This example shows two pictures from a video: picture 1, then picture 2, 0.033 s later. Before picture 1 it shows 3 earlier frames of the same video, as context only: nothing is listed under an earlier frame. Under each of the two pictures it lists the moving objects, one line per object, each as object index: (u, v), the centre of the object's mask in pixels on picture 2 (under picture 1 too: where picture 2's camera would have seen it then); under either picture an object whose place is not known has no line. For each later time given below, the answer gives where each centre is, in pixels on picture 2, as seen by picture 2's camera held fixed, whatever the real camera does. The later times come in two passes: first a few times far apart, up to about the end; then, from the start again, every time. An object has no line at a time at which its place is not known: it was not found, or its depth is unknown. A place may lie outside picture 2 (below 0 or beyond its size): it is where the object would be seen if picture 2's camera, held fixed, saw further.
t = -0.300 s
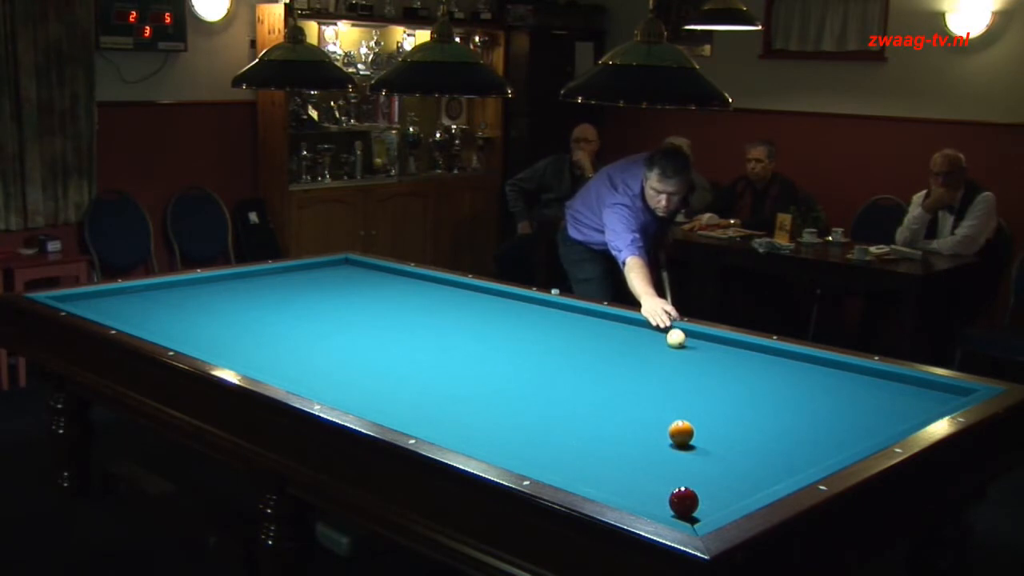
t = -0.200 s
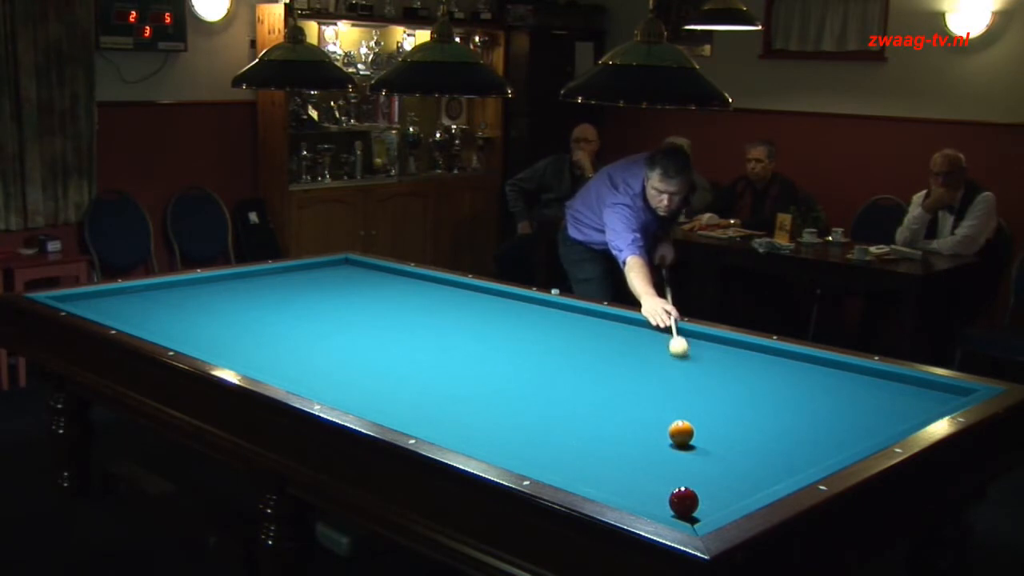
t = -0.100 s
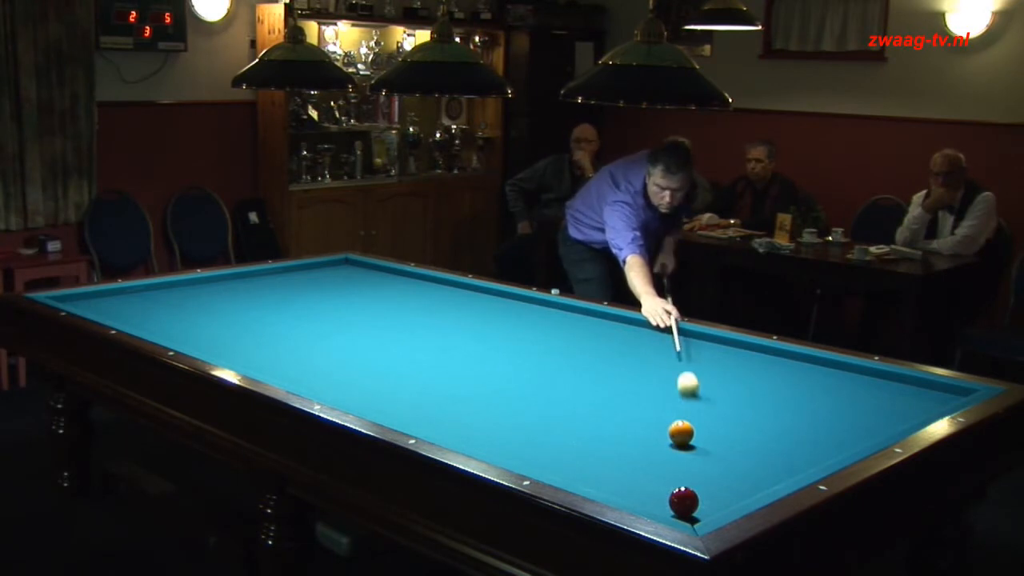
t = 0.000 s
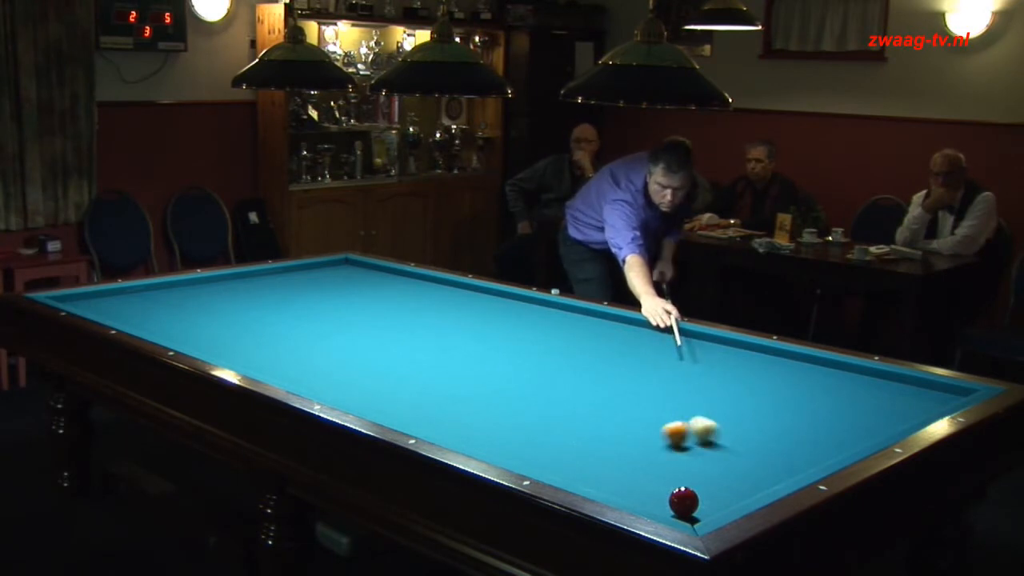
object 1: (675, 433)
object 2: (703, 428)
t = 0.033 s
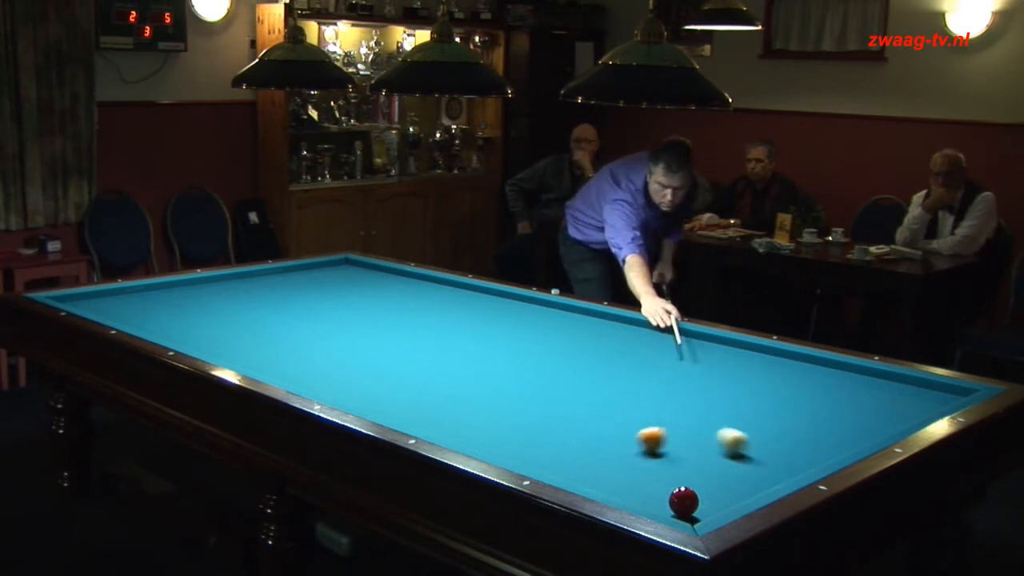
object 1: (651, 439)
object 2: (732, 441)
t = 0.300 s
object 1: (579, 448)
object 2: (602, 435)
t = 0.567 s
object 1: (658, 415)
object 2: (384, 405)
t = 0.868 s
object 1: (724, 386)
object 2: (317, 365)
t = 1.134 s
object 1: (774, 366)
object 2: (285, 335)
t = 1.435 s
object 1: (775, 362)
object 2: (256, 308)
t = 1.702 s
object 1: (741, 372)
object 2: (235, 288)
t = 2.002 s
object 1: (701, 383)
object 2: (253, 277)
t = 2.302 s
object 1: (658, 395)
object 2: (331, 279)
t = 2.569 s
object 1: (618, 407)
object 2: (397, 281)
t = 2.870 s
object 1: (570, 420)
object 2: (456, 285)
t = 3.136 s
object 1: (525, 433)
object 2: (468, 296)
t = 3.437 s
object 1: (476, 442)
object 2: (483, 308)
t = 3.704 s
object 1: (501, 438)
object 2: (498, 320)
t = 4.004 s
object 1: (527, 429)
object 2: (517, 335)
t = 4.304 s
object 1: (551, 421)
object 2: (536, 351)
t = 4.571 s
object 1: (570, 414)
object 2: (555, 366)
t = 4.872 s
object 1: (590, 407)
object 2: (579, 386)
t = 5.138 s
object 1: (618, 409)
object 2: (591, 396)
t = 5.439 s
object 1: (661, 422)
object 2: (592, 398)
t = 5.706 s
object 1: (699, 432)
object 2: (593, 398)
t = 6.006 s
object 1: (743, 444)
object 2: (594, 399)
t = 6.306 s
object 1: (788, 457)
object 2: (594, 399)
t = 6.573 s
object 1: (802, 460)
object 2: (594, 399)
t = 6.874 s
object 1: (777, 453)
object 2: (594, 399)
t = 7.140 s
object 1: (756, 447)
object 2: (594, 399)
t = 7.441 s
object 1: (735, 441)
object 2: (594, 399)
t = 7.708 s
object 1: (717, 436)
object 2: (594, 399)
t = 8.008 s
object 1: (699, 430)
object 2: (594, 399)
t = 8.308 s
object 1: (683, 425)
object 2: (594, 399)
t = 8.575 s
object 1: (670, 422)
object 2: (594, 399)
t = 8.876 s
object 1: (657, 418)
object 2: (594, 399)
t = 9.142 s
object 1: (646, 415)
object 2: (594, 399)
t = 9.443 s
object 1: (635, 412)
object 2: (594, 399)
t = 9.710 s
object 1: (627, 410)
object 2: (594, 399)
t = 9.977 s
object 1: (619, 407)
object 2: (594, 399)
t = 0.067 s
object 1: (626, 445)
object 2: (763, 454)
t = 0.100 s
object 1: (601, 451)
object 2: (792, 464)
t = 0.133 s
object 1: (575, 458)
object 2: (770, 463)
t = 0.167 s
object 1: (550, 462)
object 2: (734, 457)
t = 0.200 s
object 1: (538, 462)
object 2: (699, 452)
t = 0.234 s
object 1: (552, 459)
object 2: (665, 445)
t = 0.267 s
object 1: (567, 453)
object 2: (632, 439)
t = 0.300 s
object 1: (579, 448)
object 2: (602, 435)
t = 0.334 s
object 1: (592, 443)
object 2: (571, 429)
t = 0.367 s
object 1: (603, 438)
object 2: (542, 426)
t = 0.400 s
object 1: (614, 434)
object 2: (514, 421)
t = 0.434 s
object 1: (623, 430)
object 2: (487, 418)
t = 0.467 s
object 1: (632, 425)
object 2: (460, 414)
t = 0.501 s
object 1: (641, 422)
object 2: (434, 411)
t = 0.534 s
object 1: (649, 418)
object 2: (408, 409)
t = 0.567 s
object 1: (658, 415)
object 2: (384, 405)
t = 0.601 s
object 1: (666, 411)
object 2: (361, 401)
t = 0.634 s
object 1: (674, 408)
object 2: (345, 397)
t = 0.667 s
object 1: (681, 405)
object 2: (342, 393)
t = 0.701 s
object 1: (689, 401)
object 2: (339, 389)
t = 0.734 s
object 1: (696, 398)
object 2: (335, 384)
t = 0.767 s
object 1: (704, 395)
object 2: (331, 379)
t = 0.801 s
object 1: (711, 392)
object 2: (326, 374)
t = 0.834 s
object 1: (717, 389)
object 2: (322, 370)
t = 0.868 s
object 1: (724, 386)
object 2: (317, 365)
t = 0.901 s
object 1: (731, 384)
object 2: (313, 361)
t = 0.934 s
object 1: (738, 381)
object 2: (308, 357)
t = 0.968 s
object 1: (744, 378)
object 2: (304, 353)
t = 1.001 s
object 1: (750, 376)
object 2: (300, 350)
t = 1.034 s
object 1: (756, 373)
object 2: (296, 346)
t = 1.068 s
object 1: (762, 370)
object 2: (292, 343)
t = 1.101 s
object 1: (768, 368)
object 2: (288, 339)
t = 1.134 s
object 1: (774, 366)
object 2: (285, 335)
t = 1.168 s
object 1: (779, 363)
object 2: (281, 332)
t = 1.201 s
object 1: (785, 361)
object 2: (278, 329)
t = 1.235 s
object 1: (790, 358)
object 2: (275, 326)
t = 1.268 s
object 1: (796, 356)
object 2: (271, 323)
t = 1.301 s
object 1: (795, 356)
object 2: (268, 320)
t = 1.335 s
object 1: (789, 358)
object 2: (265, 317)
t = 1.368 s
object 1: (784, 359)
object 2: (262, 314)
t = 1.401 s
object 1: (779, 361)
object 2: (259, 311)
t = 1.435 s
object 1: (775, 362)
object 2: (256, 308)
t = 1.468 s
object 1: (770, 363)
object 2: (253, 305)
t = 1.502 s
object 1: (766, 365)
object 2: (251, 303)
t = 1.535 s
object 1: (762, 366)
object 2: (248, 300)
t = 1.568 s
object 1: (758, 367)
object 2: (245, 298)
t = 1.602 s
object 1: (754, 368)
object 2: (243, 295)
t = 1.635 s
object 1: (750, 369)
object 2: (240, 293)
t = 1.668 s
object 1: (745, 370)
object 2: (238, 291)
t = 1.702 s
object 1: (741, 372)
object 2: (235, 288)
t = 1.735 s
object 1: (736, 373)
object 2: (233, 286)
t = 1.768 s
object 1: (732, 374)
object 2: (230, 284)
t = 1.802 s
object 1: (728, 375)
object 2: (228, 282)
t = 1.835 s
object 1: (723, 377)
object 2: (225, 279)
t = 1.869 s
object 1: (719, 378)
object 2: (224, 277)
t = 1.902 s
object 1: (715, 379)
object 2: (224, 276)
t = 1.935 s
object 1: (710, 381)
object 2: (233, 276)
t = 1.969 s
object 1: (705, 382)
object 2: (244, 277)
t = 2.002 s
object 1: (701, 383)
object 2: (253, 277)
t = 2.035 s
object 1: (696, 385)
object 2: (263, 278)
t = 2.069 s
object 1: (692, 386)
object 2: (272, 278)
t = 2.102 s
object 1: (687, 387)
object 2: (281, 278)
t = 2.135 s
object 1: (682, 388)
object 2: (289, 279)
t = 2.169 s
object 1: (677, 390)
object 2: (297, 279)
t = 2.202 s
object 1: (673, 391)
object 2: (306, 279)
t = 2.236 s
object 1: (668, 392)
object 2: (314, 279)
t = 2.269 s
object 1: (663, 394)
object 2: (323, 279)
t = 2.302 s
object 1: (658, 395)
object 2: (331, 279)
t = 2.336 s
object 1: (653, 397)
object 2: (339, 280)
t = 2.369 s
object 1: (649, 398)
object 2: (347, 280)
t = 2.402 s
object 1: (644, 399)
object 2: (356, 280)
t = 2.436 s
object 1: (639, 401)
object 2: (364, 280)
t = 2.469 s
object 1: (634, 402)
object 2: (373, 280)
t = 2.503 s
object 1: (628, 404)
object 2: (381, 281)
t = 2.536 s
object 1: (624, 405)
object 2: (389, 281)
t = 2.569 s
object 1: (618, 407)
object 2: (397, 281)
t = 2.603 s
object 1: (613, 408)
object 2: (405, 281)
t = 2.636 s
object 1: (608, 410)
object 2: (414, 281)
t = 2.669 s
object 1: (603, 411)
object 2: (422, 282)
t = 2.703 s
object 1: (597, 413)
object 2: (430, 282)
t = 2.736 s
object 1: (592, 414)
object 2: (438, 282)
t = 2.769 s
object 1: (587, 416)
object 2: (447, 282)
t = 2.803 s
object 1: (581, 417)
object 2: (454, 283)
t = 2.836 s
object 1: (576, 419)
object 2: (455, 284)
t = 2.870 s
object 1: (570, 420)
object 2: (456, 285)
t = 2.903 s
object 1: (565, 422)
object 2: (457, 286)
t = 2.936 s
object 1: (559, 423)
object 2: (459, 288)
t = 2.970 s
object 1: (554, 425)
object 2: (460, 289)
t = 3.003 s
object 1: (548, 426)
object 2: (462, 290)
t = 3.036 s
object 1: (542, 427)
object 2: (464, 292)
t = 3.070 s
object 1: (537, 429)
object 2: (465, 293)
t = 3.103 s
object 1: (531, 431)
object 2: (466, 294)
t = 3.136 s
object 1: (525, 433)
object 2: (468, 296)
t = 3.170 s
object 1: (520, 434)
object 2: (470, 297)
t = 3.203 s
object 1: (514, 436)
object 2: (471, 298)
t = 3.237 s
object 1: (508, 438)
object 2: (473, 300)
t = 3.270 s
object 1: (502, 439)
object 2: (475, 301)
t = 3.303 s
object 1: (496, 440)
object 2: (476, 302)
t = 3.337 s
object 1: (490, 441)
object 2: (478, 304)
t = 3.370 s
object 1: (485, 442)
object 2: (480, 305)
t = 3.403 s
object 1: (479, 442)
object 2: (482, 307)
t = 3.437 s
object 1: (476, 442)
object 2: (483, 308)
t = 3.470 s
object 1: (479, 442)
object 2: (485, 309)
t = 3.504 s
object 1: (483, 442)
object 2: (487, 311)
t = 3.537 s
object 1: (486, 442)
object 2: (489, 312)
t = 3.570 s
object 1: (489, 441)
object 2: (491, 314)
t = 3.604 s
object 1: (492, 441)
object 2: (493, 315)
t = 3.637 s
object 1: (495, 440)
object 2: (495, 317)
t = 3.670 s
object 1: (498, 439)
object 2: (496, 318)
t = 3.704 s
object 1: (501, 438)
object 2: (498, 320)
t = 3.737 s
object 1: (504, 437)
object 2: (501, 322)
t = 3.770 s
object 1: (507, 436)
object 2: (502, 323)
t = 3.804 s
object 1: (510, 435)
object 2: (504, 325)
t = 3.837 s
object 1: (513, 434)
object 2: (506, 326)
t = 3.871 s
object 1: (516, 433)
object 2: (508, 328)
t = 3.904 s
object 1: (519, 432)
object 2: (510, 330)
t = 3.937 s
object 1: (522, 431)
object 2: (512, 331)
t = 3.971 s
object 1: (525, 430)
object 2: (514, 333)
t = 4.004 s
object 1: (527, 429)
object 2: (517, 335)
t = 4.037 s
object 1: (530, 428)
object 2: (518, 336)
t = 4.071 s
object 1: (533, 427)
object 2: (521, 338)
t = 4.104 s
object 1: (536, 426)
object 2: (523, 340)
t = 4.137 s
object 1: (538, 425)
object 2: (525, 342)
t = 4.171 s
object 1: (541, 424)
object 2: (527, 344)
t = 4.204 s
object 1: (544, 423)
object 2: (529, 345)
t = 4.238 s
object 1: (546, 422)
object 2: (531, 347)
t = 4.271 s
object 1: (549, 422)
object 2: (534, 349)
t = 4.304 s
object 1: (551, 421)
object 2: (536, 351)
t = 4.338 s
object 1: (554, 420)
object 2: (538, 353)
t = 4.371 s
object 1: (556, 419)
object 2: (541, 355)
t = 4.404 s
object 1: (559, 418)
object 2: (543, 357)
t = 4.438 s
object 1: (561, 417)
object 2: (546, 359)
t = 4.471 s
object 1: (564, 416)
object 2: (548, 361)
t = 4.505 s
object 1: (566, 415)
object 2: (550, 362)
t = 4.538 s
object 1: (568, 415)
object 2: (553, 364)
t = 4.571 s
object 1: (570, 414)
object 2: (555, 366)
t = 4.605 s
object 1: (573, 413)
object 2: (558, 369)
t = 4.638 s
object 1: (575, 412)
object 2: (561, 371)
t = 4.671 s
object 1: (577, 411)
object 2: (563, 373)
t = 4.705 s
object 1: (580, 410)
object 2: (566, 375)
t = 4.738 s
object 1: (582, 410)
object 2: (568, 377)
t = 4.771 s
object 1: (584, 409)
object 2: (571, 379)
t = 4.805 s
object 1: (586, 408)
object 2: (574, 381)
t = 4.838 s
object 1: (588, 408)
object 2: (577, 384)
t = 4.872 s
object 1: (590, 407)
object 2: (579, 386)
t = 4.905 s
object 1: (592, 406)
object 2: (581, 387)
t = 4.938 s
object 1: (595, 405)
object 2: (584, 389)
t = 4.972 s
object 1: (597, 404)
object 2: (586, 391)
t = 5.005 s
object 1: (599, 404)
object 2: (588, 392)
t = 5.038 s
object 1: (602, 404)
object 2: (589, 394)
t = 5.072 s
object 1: (608, 406)
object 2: (590, 395)
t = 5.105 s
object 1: (613, 408)
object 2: (591, 396)
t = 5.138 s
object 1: (618, 409)
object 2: (591, 396)
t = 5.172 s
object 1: (623, 410)
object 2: (591, 396)
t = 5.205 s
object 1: (627, 412)
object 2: (592, 397)
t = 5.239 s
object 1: (632, 413)
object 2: (592, 397)
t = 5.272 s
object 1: (637, 415)
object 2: (592, 397)
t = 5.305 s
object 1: (642, 416)
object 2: (592, 397)
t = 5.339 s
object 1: (646, 417)
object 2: (592, 397)
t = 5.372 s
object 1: (651, 419)
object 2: (592, 397)
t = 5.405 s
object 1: (656, 420)
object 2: (592, 397)
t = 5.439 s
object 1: (661, 422)
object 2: (592, 398)
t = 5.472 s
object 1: (665, 423)
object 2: (593, 398)
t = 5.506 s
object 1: (670, 424)
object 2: (593, 398)
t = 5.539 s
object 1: (675, 425)
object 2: (593, 398)
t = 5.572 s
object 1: (680, 427)
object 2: (593, 398)
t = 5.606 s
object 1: (685, 428)
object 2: (593, 398)
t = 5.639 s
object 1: (689, 429)
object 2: (593, 398)
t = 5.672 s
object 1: (694, 431)
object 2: (593, 398)
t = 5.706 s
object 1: (699, 432)
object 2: (593, 398)
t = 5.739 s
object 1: (704, 433)
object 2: (593, 398)
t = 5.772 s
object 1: (709, 434)
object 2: (594, 399)
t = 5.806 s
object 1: (714, 436)
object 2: (594, 399)
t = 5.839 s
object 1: (719, 437)
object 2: (594, 399)
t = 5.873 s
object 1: (724, 439)
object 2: (594, 399)
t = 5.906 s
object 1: (729, 440)
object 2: (594, 399)
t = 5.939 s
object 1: (734, 441)
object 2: (594, 399)
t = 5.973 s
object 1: (739, 443)
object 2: (594, 399)
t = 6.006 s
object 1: (743, 444)
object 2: (594, 399)
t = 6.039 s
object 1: (749, 445)
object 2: (594, 399)
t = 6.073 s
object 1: (753, 447)
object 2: (594, 399)
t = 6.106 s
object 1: (758, 448)
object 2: (594, 399)
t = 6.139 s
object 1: (763, 450)
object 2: (594, 399)
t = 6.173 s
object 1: (768, 451)
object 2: (594, 399)
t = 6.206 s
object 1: (773, 452)
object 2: (594, 399)
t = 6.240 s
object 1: (778, 454)
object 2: (594, 399)
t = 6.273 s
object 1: (783, 455)
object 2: (594, 399)
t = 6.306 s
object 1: (788, 457)
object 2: (594, 399)
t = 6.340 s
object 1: (793, 458)
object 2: (594, 399)
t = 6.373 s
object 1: (798, 459)
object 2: (594, 399)
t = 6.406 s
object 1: (803, 460)
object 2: (594, 399)
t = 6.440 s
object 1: (808, 460)
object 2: (594, 399)
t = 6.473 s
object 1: (811, 460)
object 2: (594, 399)
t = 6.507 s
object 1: (808, 460)
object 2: (594, 399)
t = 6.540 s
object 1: (805, 460)
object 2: (594, 399)
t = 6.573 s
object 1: (802, 460)
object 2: (594, 399)
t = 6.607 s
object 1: (799, 460)
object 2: (594, 399)
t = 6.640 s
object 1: (797, 459)
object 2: (594, 399)
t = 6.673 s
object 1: (794, 458)
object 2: (594, 399)
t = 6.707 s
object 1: (791, 457)
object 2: (594, 399)
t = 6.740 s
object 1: (788, 457)
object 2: (594, 399)
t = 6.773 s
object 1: (785, 456)
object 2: (594, 399)
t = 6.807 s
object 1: (782, 455)
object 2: (594, 399)
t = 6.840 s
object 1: (780, 454)
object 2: (594, 399)
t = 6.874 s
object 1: (777, 453)
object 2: (594, 399)
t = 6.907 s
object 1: (774, 453)
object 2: (594, 399)
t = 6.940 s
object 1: (771, 452)
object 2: (594, 399)
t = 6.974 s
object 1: (769, 451)
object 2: (594, 399)
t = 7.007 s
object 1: (766, 450)
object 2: (594, 399)
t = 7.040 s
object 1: (763, 449)
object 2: (594, 399)
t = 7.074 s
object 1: (761, 449)
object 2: (594, 399)
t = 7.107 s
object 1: (758, 448)
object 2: (594, 399)
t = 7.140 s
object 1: (756, 447)
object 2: (594, 399)
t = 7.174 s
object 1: (753, 446)
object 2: (594, 399)
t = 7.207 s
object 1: (751, 446)
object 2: (594, 399)
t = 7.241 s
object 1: (748, 445)
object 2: (594, 399)
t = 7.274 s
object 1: (746, 444)
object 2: (594, 399)
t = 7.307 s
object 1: (744, 444)
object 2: (594, 399)
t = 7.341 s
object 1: (741, 443)
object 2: (594, 399)
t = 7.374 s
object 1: (739, 442)
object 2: (594, 399)
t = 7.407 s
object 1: (737, 441)
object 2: (594, 399)
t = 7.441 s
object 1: (735, 441)
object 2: (594, 399)
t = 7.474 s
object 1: (732, 440)
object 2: (594, 399)
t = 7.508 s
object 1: (730, 440)
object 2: (594, 399)
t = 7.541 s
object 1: (728, 439)
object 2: (594, 399)
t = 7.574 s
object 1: (726, 438)
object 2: (594, 399)
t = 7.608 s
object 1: (723, 437)
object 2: (594, 399)
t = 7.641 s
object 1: (721, 437)
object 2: (594, 399)
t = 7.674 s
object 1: (719, 436)
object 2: (594, 399)
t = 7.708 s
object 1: (717, 436)
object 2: (594, 399)
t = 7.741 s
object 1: (715, 435)
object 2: (594, 399)
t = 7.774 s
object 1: (713, 434)
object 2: (594, 399)
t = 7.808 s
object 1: (711, 434)
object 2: (594, 399)
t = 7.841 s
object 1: (709, 433)
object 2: (594, 399)
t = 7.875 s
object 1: (707, 433)
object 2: (594, 399)
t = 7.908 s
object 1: (705, 432)
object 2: (594, 399)
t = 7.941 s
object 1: (703, 432)
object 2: (594, 399)
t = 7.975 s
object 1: (701, 431)
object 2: (594, 399)
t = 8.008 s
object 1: (699, 430)
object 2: (594, 399)
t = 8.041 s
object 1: (698, 430)
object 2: (594, 399)
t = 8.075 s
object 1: (696, 429)
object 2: (594, 399)
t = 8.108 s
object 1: (694, 429)
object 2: (594, 399)
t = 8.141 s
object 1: (692, 428)
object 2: (594, 399)
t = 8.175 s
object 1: (690, 428)
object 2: (594, 399)
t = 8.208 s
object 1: (688, 427)
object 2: (594, 399)
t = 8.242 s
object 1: (686, 427)
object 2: (594, 399)
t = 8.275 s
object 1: (685, 426)
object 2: (594, 399)
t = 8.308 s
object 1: (683, 425)
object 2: (594, 399)
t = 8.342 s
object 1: (682, 425)
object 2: (594, 399)
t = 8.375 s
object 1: (680, 425)
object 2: (594, 399)
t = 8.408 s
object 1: (678, 424)
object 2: (594, 399)
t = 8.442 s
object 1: (676, 424)
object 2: (594, 399)
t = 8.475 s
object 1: (675, 423)
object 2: (594, 399)
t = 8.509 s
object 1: (673, 423)
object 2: (594, 399)
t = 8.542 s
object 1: (672, 422)
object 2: (594, 399)
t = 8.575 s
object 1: (670, 422)
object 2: (594, 399)
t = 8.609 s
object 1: (669, 421)
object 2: (594, 399)
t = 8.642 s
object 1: (667, 421)
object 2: (594, 399)
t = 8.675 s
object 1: (665, 420)
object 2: (594, 399)
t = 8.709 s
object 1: (664, 420)
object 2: (594, 399)
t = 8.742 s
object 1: (662, 419)
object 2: (594, 399)
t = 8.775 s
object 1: (661, 419)
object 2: (594, 399)
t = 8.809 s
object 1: (659, 419)
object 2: (594, 399)
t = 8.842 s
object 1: (658, 418)
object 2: (594, 399)
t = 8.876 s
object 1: (657, 418)
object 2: (594, 399)
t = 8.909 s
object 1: (655, 417)
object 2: (594, 399)
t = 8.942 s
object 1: (654, 417)
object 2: (594, 399)
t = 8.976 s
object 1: (652, 417)
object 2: (594, 399)
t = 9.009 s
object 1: (651, 416)
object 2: (594, 399)
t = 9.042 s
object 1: (650, 416)
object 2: (594, 399)
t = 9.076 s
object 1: (648, 416)
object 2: (594, 399)
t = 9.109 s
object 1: (647, 415)
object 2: (594, 399)
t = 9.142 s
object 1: (646, 415)
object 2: (594, 399)
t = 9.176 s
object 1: (645, 414)
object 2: (594, 399)
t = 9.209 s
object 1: (643, 414)
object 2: (594, 399)
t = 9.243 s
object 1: (642, 414)
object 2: (594, 399)
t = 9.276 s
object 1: (641, 413)
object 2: (594, 399)
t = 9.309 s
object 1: (640, 413)
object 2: (594, 399)
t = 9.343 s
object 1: (639, 413)
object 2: (594, 399)
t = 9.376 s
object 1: (637, 412)
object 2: (594, 399)
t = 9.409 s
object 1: (636, 412)
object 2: (594, 399)
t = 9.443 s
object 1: (635, 412)
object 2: (594, 399)
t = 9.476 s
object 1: (634, 411)
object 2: (594, 399)
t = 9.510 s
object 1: (633, 411)
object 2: (594, 399)
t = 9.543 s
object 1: (632, 411)
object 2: (594, 399)
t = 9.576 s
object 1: (631, 411)
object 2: (594, 399)
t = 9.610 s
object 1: (630, 410)
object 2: (594, 399)
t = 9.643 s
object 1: (629, 410)
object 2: (594, 399)
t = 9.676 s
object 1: (628, 410)
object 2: (594, 399)
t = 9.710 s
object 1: (627, 410)
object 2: (594, 399)
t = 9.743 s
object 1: (626, 409)
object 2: (594, 399)
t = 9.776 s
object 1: (625, 409)
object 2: (594, 399)
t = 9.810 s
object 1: (624, 409)
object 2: (594, 399)
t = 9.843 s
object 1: (623, 408)
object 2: (594, 399)
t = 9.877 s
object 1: (622, 408)
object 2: (594, 399)
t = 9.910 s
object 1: (621, 408)
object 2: (594, 399)
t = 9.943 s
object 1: (620, 408)
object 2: (594, 399)
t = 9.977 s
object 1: (619, 407)
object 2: (594, 399)
